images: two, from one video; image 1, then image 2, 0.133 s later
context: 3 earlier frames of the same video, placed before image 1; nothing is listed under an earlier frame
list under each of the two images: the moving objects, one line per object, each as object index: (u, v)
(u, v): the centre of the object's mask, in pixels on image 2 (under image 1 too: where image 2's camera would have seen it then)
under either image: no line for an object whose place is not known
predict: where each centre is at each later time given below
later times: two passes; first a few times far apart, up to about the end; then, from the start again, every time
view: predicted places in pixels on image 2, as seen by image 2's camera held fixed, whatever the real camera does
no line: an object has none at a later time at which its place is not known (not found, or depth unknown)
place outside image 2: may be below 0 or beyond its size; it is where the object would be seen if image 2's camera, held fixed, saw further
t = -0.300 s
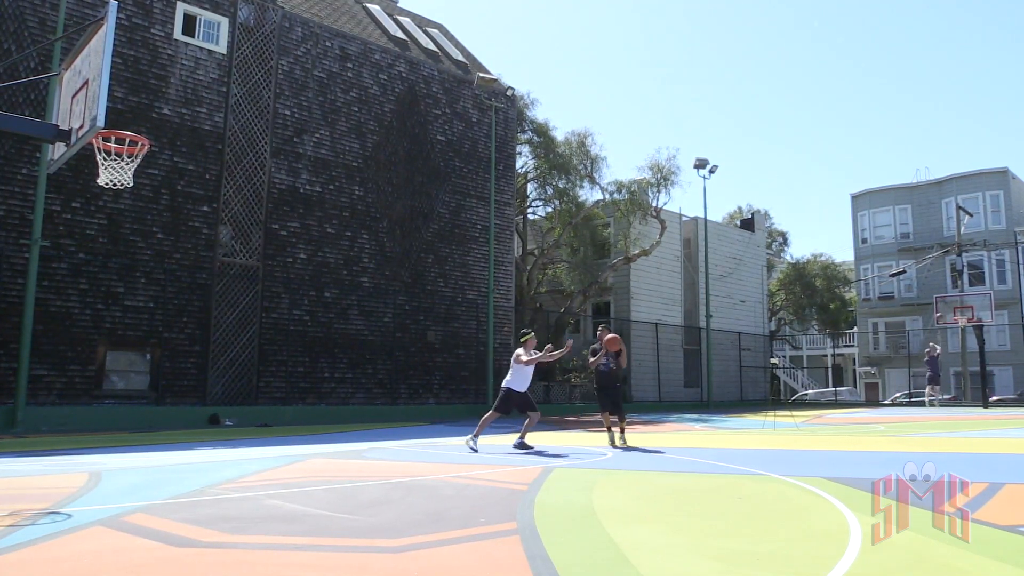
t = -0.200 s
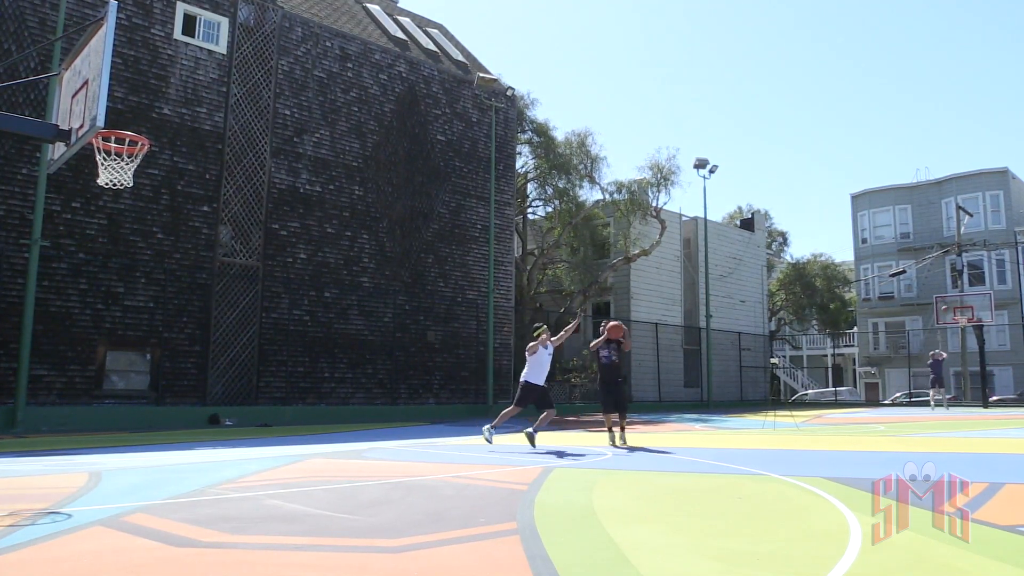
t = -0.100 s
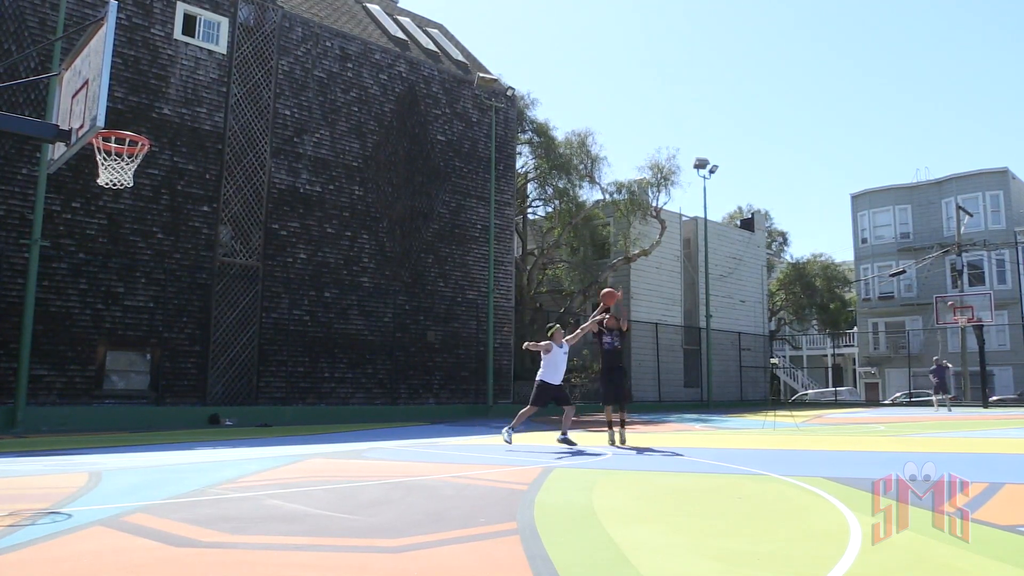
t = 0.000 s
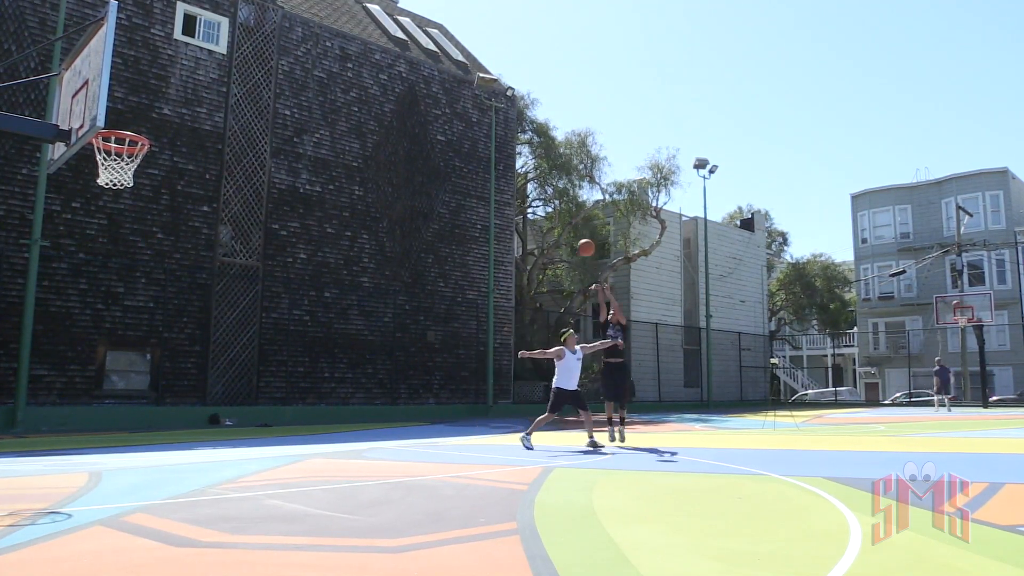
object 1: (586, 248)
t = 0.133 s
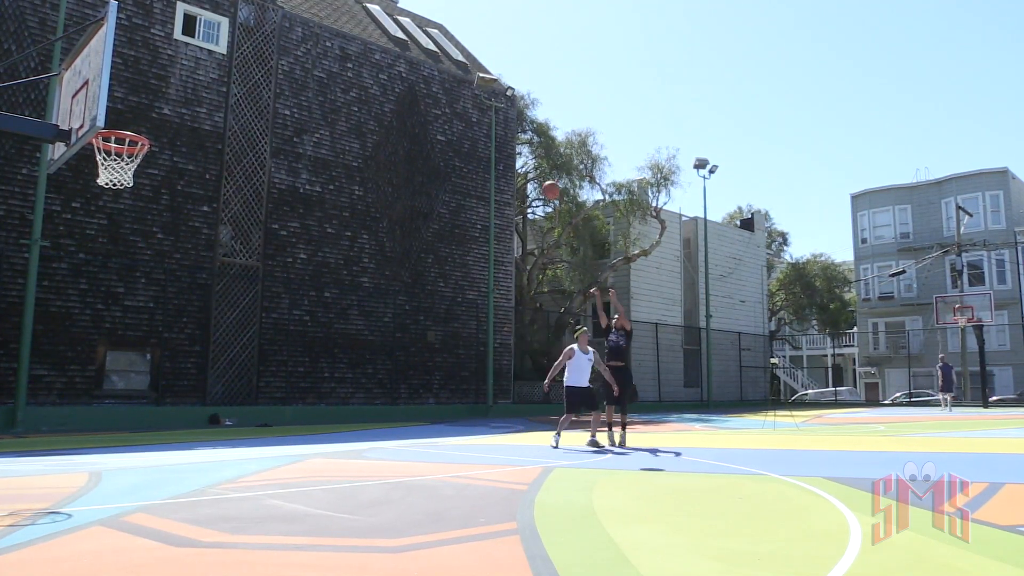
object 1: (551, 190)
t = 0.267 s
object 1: (513, 142)
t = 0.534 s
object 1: (431, 77)
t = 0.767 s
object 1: (346, 58)
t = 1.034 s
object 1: (228, 93)
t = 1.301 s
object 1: (198, 163)
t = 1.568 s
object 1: (278, 235)
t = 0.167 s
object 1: (542, 177)
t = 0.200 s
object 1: (533, 164)
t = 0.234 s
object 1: (523, 152)
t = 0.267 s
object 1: (513, 142)
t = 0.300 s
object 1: (504, 131)
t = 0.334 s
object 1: (494, 121)
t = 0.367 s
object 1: (484, 112)
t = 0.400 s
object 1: (474, 104)
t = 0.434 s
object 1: (464, 96)
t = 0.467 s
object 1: (453, 89)
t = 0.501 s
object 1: (442, 83)
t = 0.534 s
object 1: (431, 77)
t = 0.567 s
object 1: (420, 72)
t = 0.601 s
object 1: (408, 67)
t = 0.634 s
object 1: (396, 64)
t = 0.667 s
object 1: (385, 61)
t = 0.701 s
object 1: (372, 60)
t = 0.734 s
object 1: (359, 58)
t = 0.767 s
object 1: (346, 58)
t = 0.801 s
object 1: (334, 59)
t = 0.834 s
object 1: (319, 61)
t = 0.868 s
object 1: (306, 64)
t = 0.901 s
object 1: (291, 68)
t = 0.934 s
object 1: (276, 72)
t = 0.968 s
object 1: (261, 78)
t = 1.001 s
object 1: (245, 85)
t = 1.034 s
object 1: (228, 93)
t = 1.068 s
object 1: (212, 103)
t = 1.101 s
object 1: (194, 114)
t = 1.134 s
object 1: (176, 126)
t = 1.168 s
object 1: (159, 139)
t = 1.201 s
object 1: (159, 147)
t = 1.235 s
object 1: (172, 152)
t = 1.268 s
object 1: (186, 157)
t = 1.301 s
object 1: (198, 163)
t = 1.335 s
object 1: (210, 170)
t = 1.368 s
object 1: (221, 178)
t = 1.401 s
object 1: (232, 186)
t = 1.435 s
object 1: (241, 195)
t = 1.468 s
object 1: (251, 204)
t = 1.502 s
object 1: (261, 214)
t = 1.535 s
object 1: (269, 224)
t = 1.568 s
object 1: (278, 235)
